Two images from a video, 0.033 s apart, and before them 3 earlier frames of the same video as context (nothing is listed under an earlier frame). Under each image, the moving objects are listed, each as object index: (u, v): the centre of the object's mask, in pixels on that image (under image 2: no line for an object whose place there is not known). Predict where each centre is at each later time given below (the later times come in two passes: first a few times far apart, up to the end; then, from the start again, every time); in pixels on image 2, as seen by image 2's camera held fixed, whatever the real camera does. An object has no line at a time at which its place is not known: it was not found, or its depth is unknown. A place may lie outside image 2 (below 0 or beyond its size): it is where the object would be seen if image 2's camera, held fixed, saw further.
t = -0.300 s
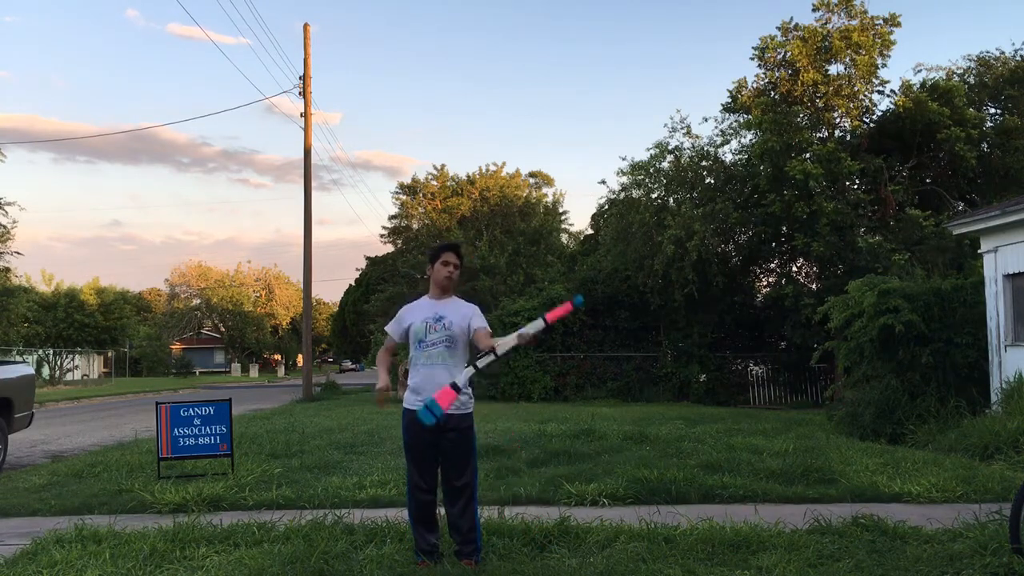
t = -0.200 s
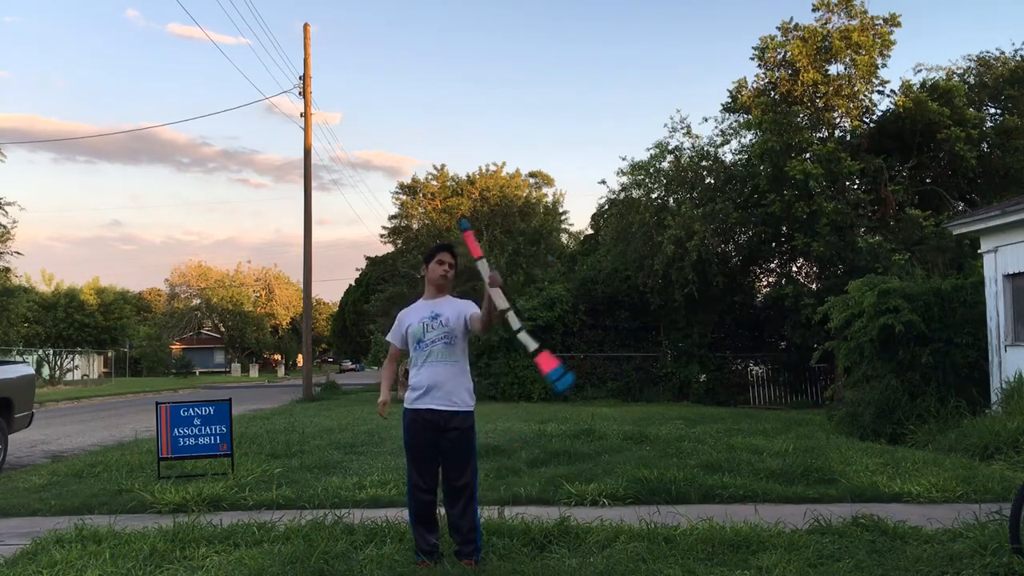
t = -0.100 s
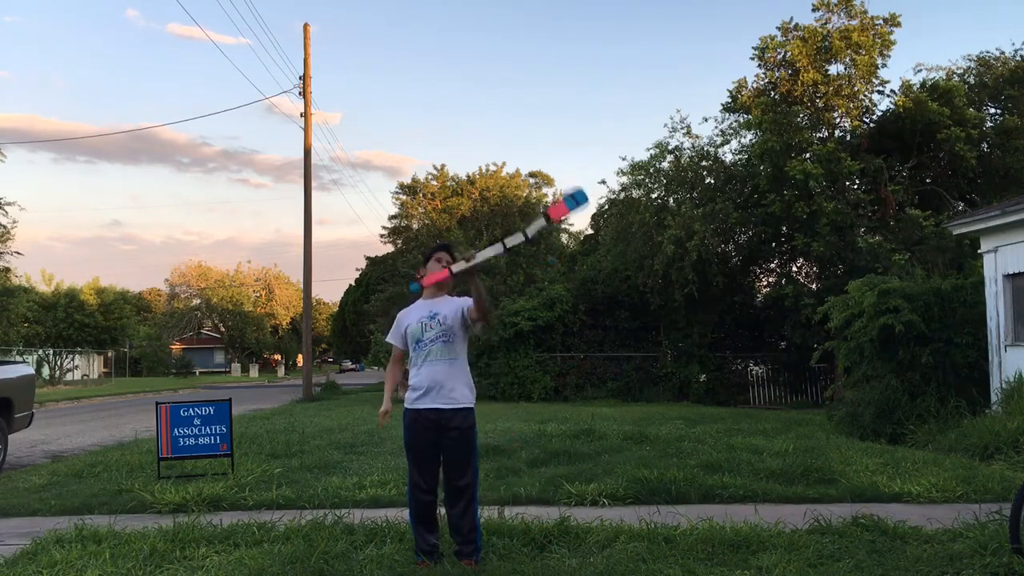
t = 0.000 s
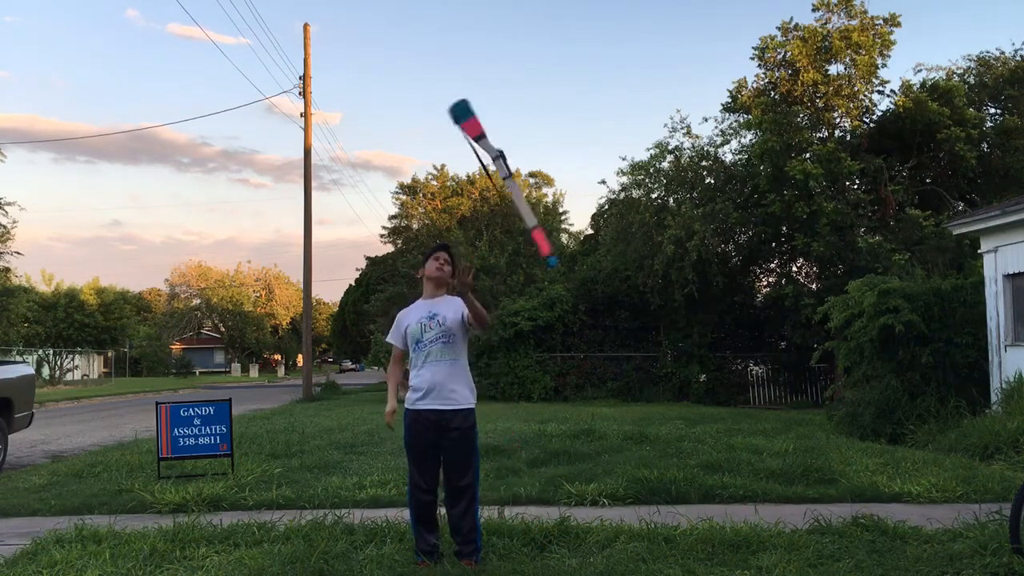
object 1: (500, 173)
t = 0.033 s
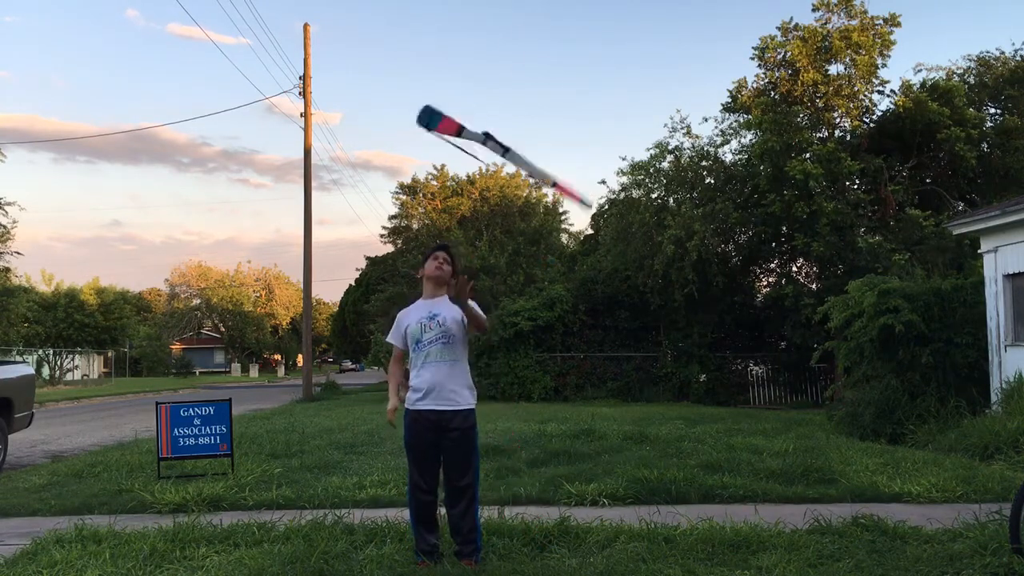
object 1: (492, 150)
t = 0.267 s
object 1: (440, 80)
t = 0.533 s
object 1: (403, 139)
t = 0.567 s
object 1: (397, 150)
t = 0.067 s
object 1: (486, 134)
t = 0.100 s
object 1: (482, 120)
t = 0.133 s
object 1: (477, 105)
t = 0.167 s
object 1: (468, 97)
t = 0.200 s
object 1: (461, 90)
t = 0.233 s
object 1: (449, 81)
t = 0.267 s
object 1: (440, 80)
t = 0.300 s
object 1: (434, 83)
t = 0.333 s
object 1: (429, 87)
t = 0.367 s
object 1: (426, 90)
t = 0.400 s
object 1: (422, 99)
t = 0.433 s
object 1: (418, 105)
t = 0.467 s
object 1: (413, 115)
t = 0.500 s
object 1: (408, 125)
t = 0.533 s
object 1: (403, 139)
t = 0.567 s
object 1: (397, 150)
